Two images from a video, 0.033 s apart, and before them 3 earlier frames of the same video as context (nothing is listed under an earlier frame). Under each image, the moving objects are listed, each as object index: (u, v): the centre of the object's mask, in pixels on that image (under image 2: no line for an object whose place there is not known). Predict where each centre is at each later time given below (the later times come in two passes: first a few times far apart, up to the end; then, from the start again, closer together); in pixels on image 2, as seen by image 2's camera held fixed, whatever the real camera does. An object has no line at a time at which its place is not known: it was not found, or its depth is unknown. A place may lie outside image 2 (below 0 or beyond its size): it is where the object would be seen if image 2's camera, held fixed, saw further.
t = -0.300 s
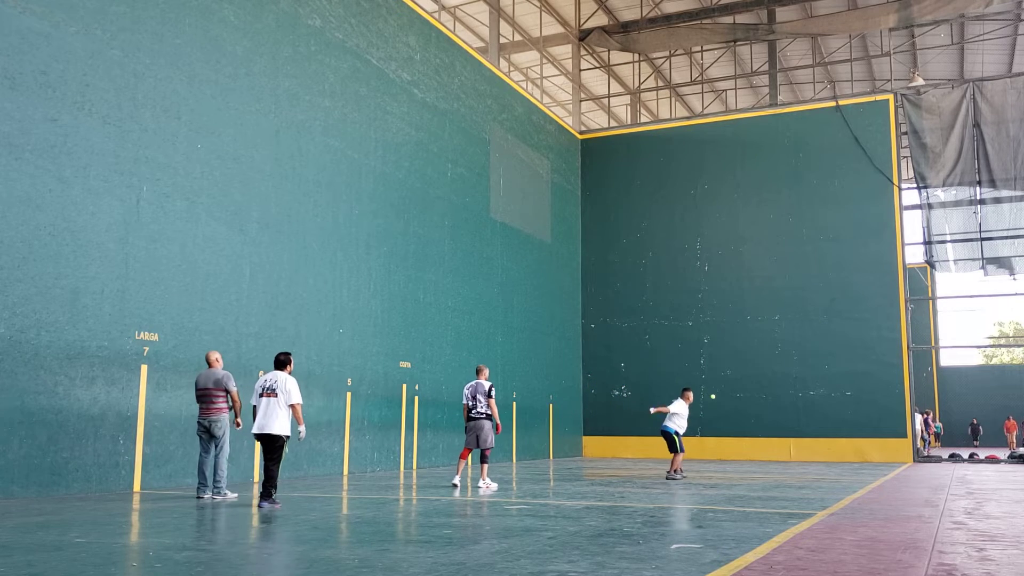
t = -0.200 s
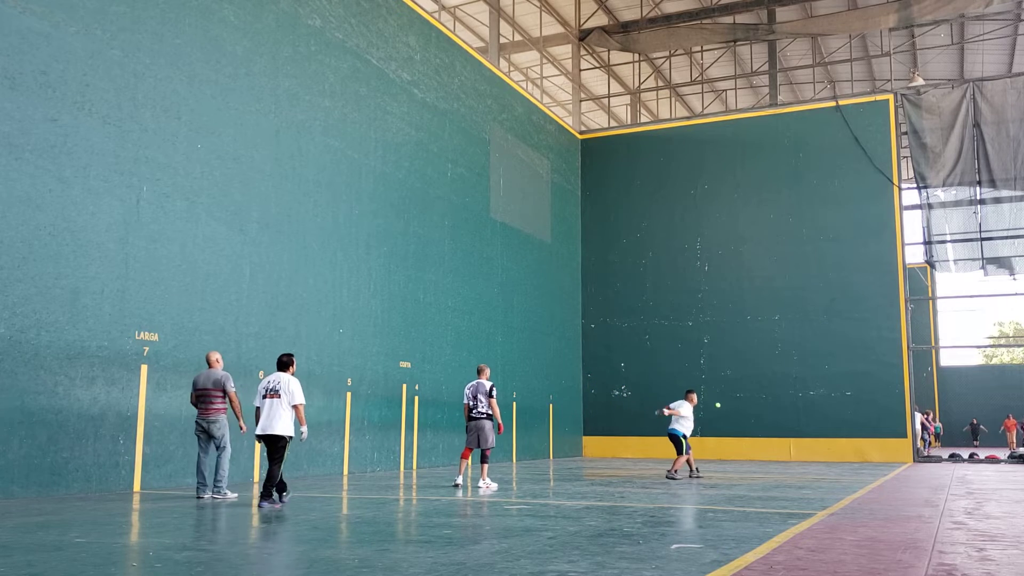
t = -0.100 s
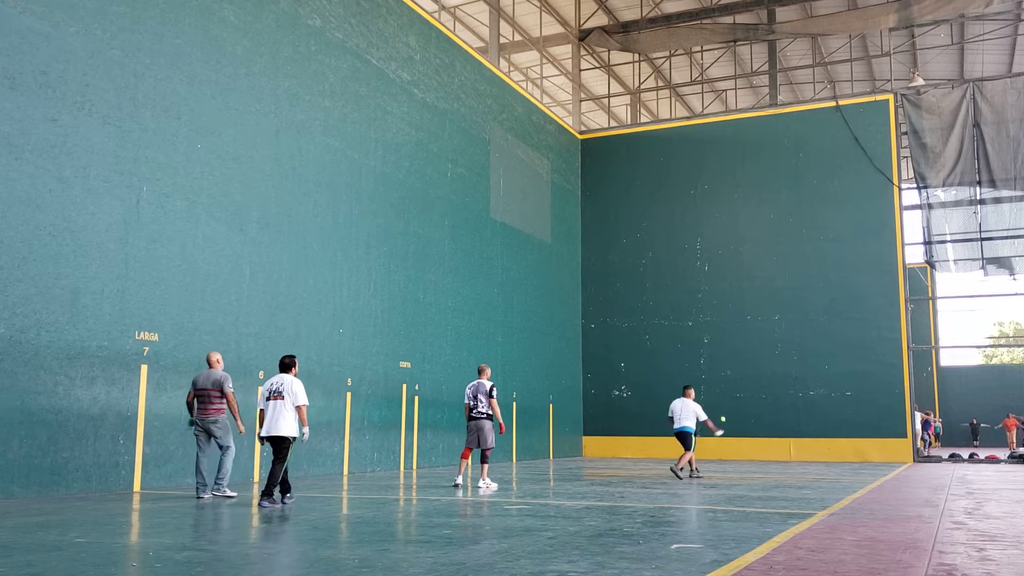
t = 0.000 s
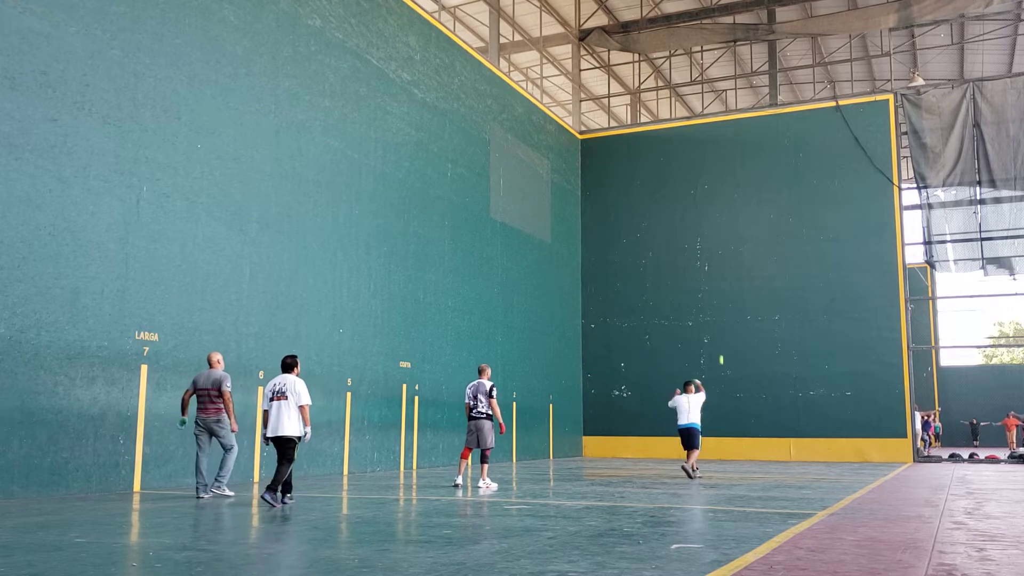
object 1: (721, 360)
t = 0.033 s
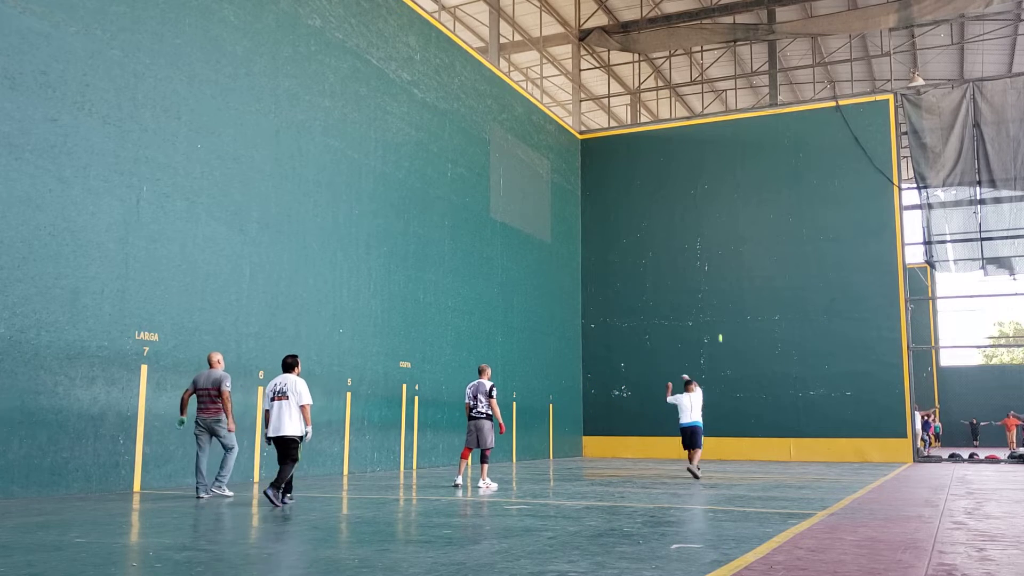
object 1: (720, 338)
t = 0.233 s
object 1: (715, 248)
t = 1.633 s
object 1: (518, 160)
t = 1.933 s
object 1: (438, 252)
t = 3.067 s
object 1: (158, 213)
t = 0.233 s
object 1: (715, 248)
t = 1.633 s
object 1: (518, 160)
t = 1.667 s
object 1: (510, 167)
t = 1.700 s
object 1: (502, 175)
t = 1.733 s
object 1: (493, 184)
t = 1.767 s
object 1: (485, 193)
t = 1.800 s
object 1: (475, 204)
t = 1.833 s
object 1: (466, 215)
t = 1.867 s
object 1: (457, 226)
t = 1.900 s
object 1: (447, 239)
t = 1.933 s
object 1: (438, 252)
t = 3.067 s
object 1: (158, 213)
